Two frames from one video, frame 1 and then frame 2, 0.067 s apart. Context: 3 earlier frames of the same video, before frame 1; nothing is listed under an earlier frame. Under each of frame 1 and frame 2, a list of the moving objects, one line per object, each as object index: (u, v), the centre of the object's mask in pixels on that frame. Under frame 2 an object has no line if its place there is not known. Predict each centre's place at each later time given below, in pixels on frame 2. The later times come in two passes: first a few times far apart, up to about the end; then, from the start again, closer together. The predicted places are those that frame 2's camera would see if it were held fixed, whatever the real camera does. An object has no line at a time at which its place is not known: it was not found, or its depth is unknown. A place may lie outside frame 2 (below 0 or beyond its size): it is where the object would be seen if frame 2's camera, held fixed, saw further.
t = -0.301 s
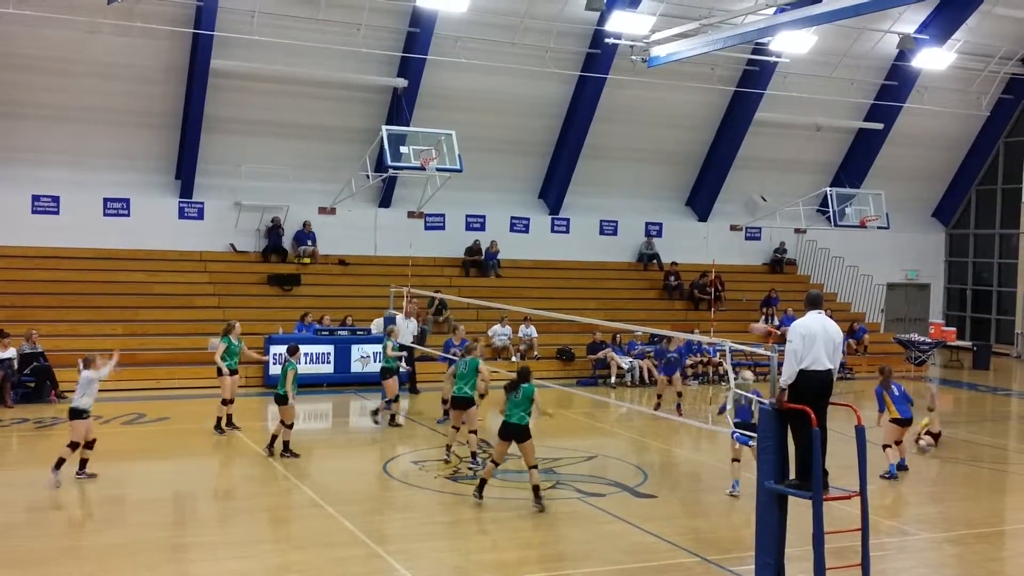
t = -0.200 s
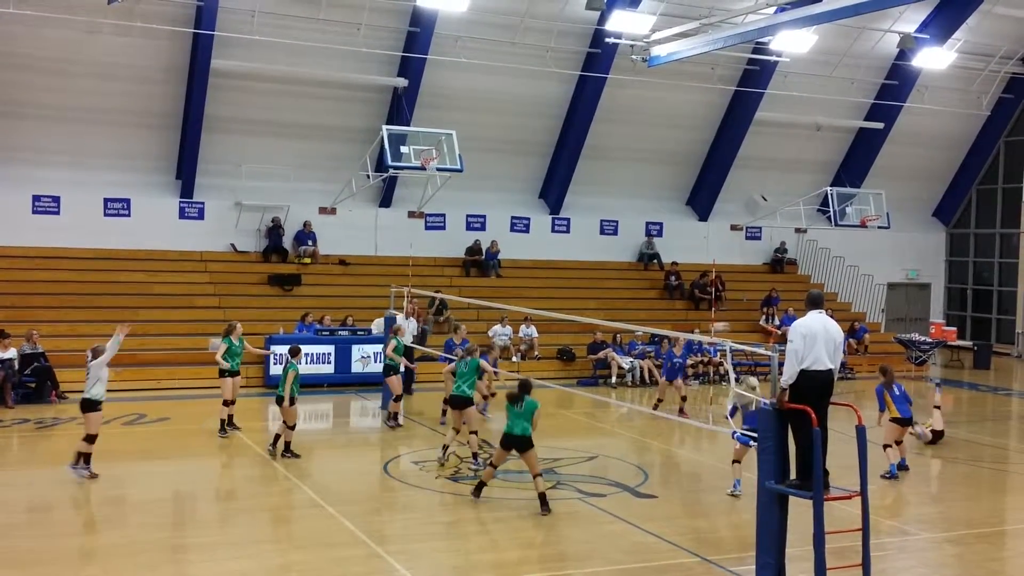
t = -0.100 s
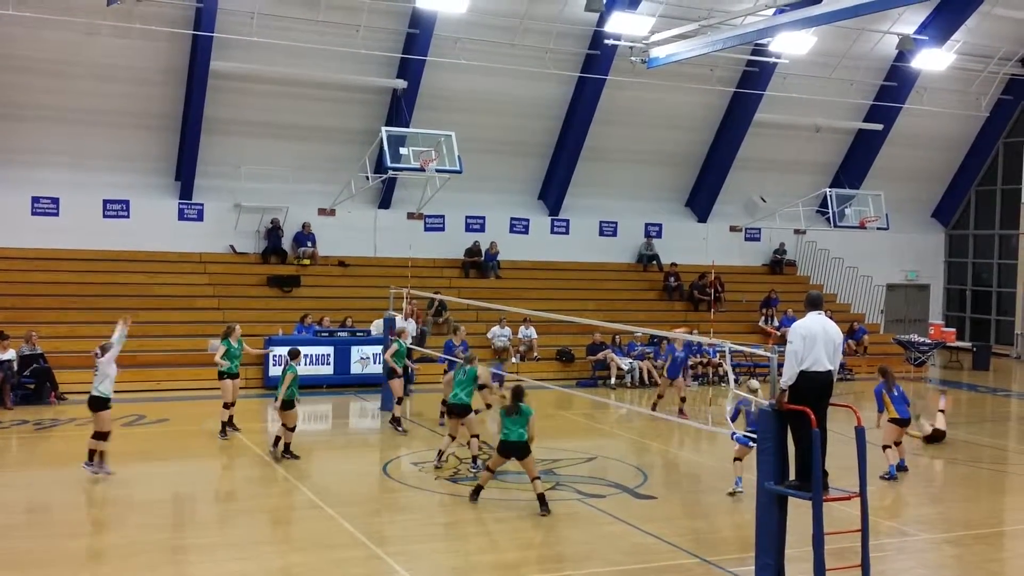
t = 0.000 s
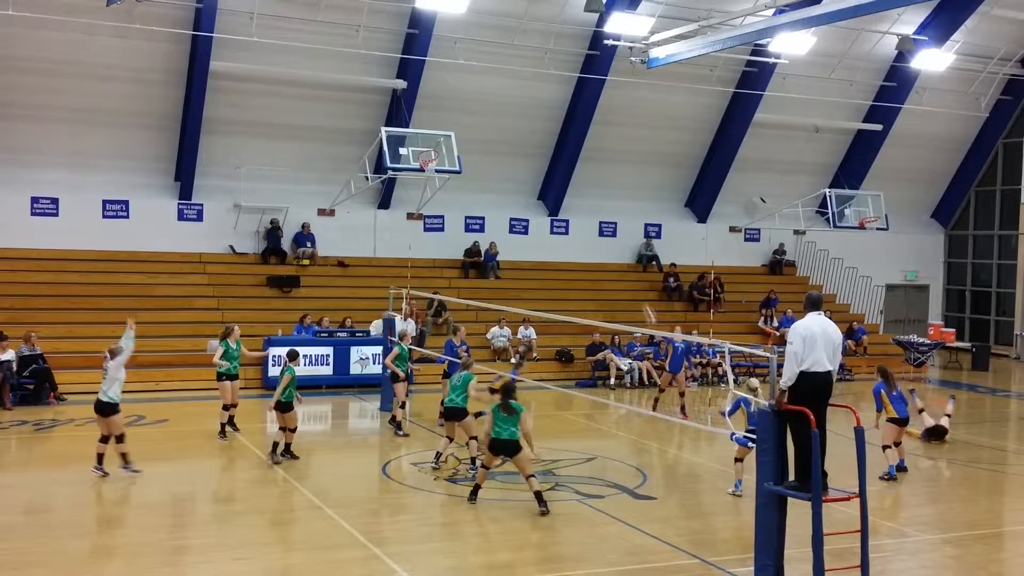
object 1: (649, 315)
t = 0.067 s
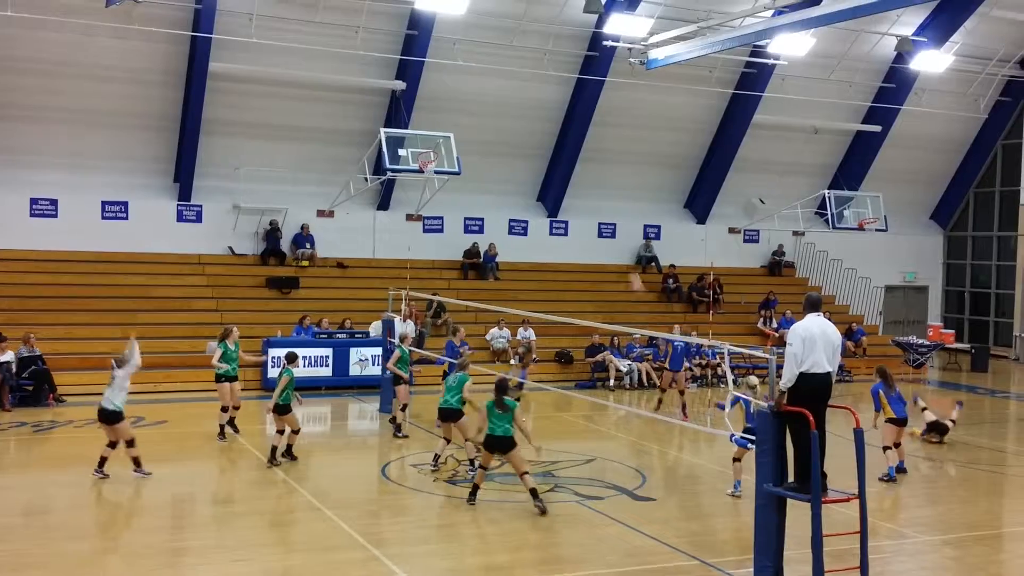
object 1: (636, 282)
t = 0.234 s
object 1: (603, 210)
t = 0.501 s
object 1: (550, 126)
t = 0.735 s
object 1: (504, 90)
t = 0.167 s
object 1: (612, 230)
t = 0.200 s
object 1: (610, 226)
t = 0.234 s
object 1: (603, 210)
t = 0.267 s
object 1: (596, 195)
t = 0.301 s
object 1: (590, 184)
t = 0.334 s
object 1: (582, 172)
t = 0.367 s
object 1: (575, 162)
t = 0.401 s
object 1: (569, 152)
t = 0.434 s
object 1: (562, 144)
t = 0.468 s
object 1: (557, 136)
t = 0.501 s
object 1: (550, 126)
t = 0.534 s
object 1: (544, 120)
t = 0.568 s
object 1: (536, 112)
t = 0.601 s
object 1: (529, 107)
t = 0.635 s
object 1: (522, 99)
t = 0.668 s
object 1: (517, 95)
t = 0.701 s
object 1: (508, 92)
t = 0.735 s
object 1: (504, 90)
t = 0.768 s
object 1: (497, 86)
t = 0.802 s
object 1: (490, 84)
